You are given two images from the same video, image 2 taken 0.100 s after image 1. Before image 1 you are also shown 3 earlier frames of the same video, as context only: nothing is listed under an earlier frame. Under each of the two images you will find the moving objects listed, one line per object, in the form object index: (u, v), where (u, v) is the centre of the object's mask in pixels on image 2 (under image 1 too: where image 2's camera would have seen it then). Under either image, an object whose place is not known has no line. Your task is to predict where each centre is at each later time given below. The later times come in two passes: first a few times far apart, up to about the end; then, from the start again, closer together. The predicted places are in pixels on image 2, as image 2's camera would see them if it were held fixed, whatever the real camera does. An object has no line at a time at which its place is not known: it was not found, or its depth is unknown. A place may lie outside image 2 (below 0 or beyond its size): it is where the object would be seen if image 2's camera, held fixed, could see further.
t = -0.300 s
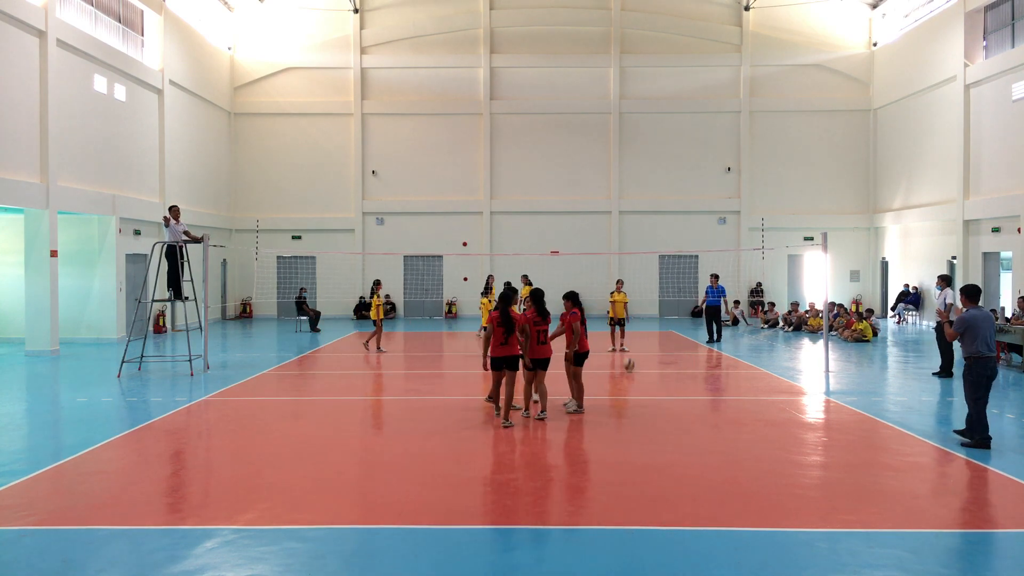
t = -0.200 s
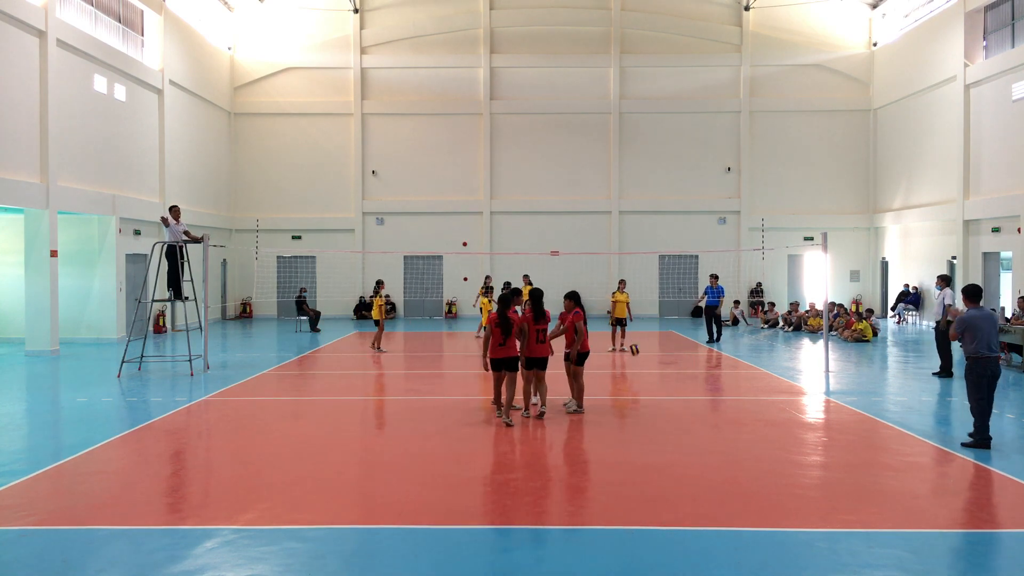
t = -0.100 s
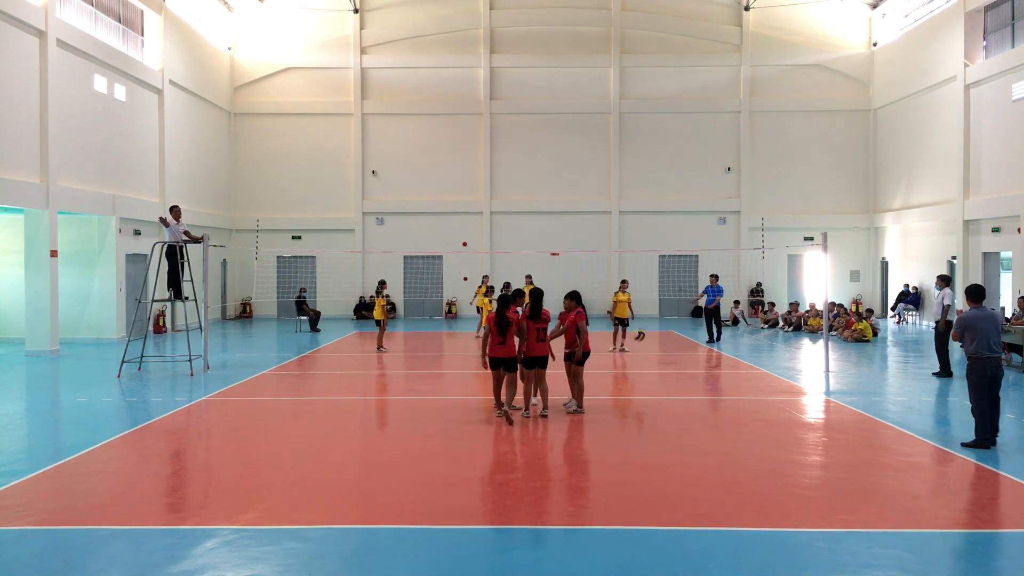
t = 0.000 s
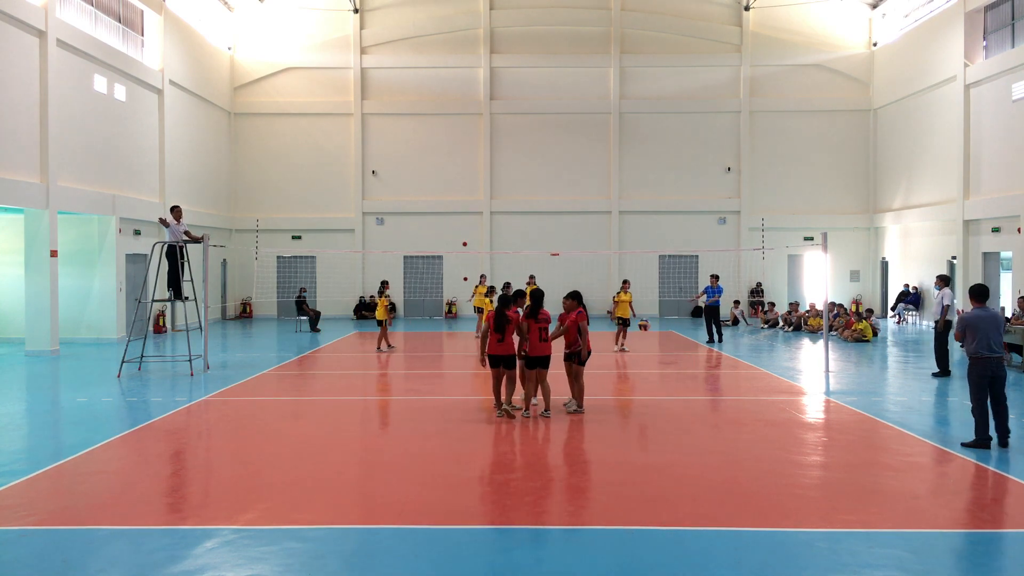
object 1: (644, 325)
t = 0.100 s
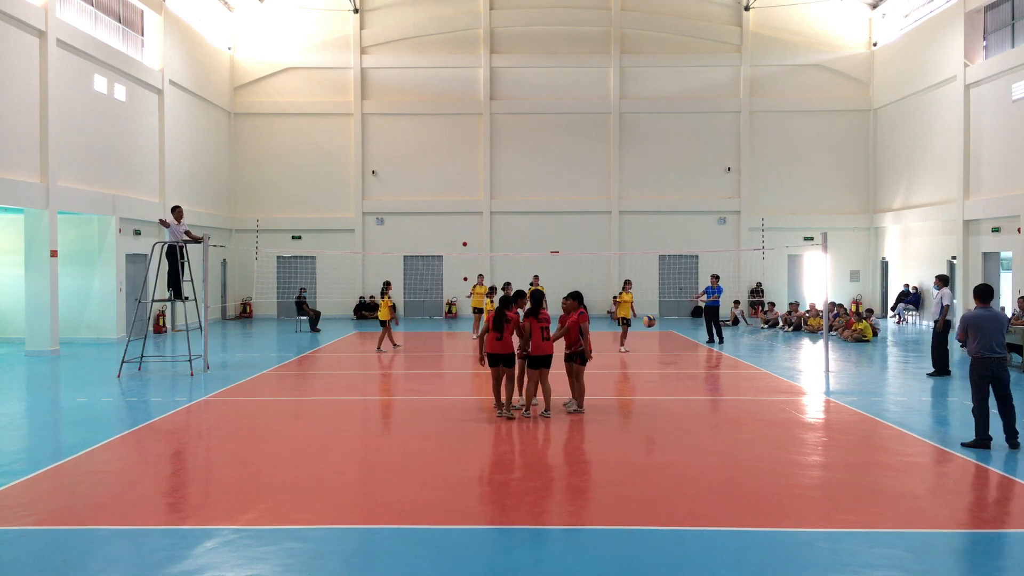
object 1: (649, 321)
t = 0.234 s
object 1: (656, 326)
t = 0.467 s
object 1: (670, 363)
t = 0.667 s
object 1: (683, 373)
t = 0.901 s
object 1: (700, 354)
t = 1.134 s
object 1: (720, 377)
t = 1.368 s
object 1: (744, 413)
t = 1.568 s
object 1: (767, 396)
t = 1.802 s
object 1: (797, 426)
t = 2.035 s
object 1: (834, 446)
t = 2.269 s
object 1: (880, 465)
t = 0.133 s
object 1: (651, 321)
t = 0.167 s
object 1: (653, 322)
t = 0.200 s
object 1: (654, 324)
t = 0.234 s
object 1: (656, 326)
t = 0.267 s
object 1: (658, 329)
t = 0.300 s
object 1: (660, 332)
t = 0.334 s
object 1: (661, 337)
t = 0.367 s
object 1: (663, 343)
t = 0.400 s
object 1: (665, 348)
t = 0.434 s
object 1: (669, 355)
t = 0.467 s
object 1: (670, 363)
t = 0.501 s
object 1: (671, 371)
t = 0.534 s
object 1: (673, 382)
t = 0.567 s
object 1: (676, 392)
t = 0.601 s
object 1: (678, 385)
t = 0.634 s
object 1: (680, 379)
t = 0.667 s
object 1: (683, 373)
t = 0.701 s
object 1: (684, 369)
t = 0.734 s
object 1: (687, 364)
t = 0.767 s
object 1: (690, 361)
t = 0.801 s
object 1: (692, 358)
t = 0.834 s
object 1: (694, 356)
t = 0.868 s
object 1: (697, 355)
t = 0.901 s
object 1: (700, 354)
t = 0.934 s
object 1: (702, 356)
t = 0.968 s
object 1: (707, 357)
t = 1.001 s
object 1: (709, 360)
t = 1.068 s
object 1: (715, 366)
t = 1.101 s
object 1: (718, 371)
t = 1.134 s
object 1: (720, 377)
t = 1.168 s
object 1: (724, 385)
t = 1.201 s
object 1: (727, 393)
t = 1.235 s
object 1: (731, 402)
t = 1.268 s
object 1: (734, 413)
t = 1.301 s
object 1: (738, 424)
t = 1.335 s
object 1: (741, 418)
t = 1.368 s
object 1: (744, 413)
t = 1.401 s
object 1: (748, 408)
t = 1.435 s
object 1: (751, 404)
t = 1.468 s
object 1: (755, 400)
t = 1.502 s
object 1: (759, 398)
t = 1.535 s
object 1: (763, 397)
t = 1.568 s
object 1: (767, 396)
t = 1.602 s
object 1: (771, 398)
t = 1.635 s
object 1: (775, 400)
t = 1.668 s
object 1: (779, 403)
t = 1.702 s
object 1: (783, 406)
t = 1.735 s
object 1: (788, 411)
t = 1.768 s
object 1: (792, 418)
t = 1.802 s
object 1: (797, 426)
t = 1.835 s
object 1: (802, 436)
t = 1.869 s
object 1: (807, 446)
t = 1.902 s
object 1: (811, 458)
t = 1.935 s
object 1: (817, 455)
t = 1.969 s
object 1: (823, 451)
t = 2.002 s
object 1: (829, 448)
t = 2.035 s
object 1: (834, 446)
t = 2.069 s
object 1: (841, 445)
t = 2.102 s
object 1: (846, 445)
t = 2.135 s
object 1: (852, 445)
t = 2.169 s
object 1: (859, 448)
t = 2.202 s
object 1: (866, 452)
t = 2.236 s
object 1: (873, 458)
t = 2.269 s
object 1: (880, 465)
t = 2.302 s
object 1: (887, 474)
